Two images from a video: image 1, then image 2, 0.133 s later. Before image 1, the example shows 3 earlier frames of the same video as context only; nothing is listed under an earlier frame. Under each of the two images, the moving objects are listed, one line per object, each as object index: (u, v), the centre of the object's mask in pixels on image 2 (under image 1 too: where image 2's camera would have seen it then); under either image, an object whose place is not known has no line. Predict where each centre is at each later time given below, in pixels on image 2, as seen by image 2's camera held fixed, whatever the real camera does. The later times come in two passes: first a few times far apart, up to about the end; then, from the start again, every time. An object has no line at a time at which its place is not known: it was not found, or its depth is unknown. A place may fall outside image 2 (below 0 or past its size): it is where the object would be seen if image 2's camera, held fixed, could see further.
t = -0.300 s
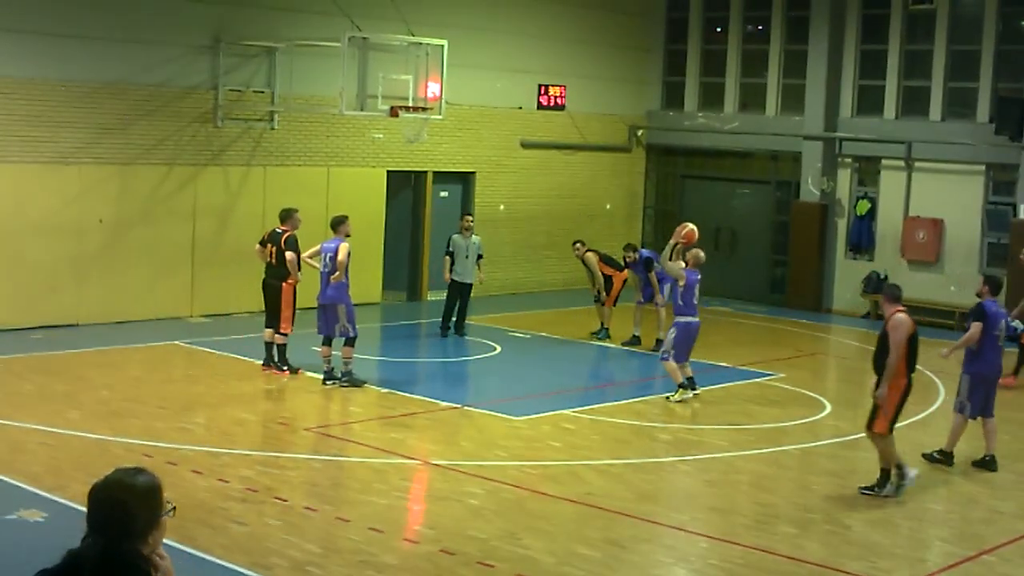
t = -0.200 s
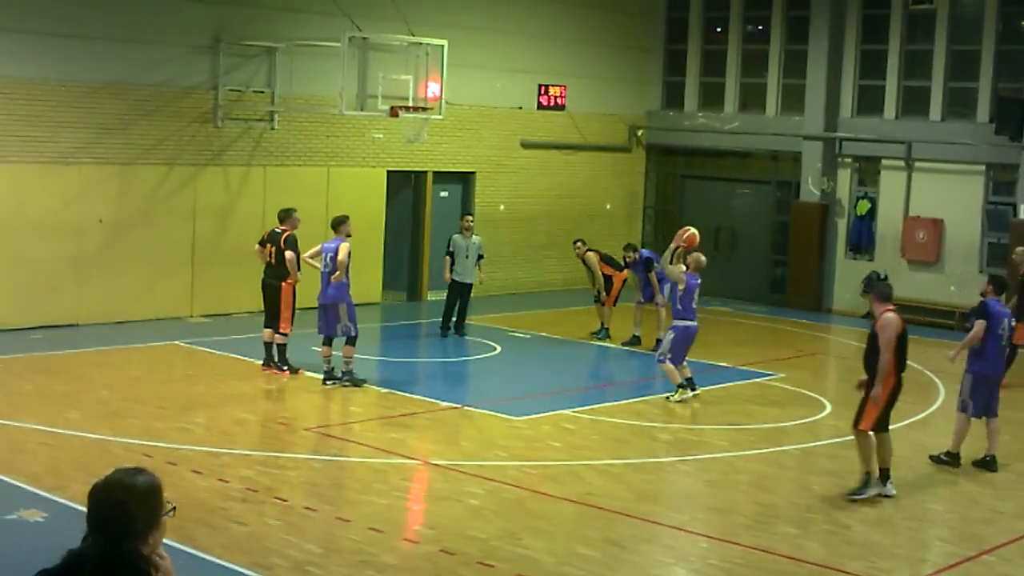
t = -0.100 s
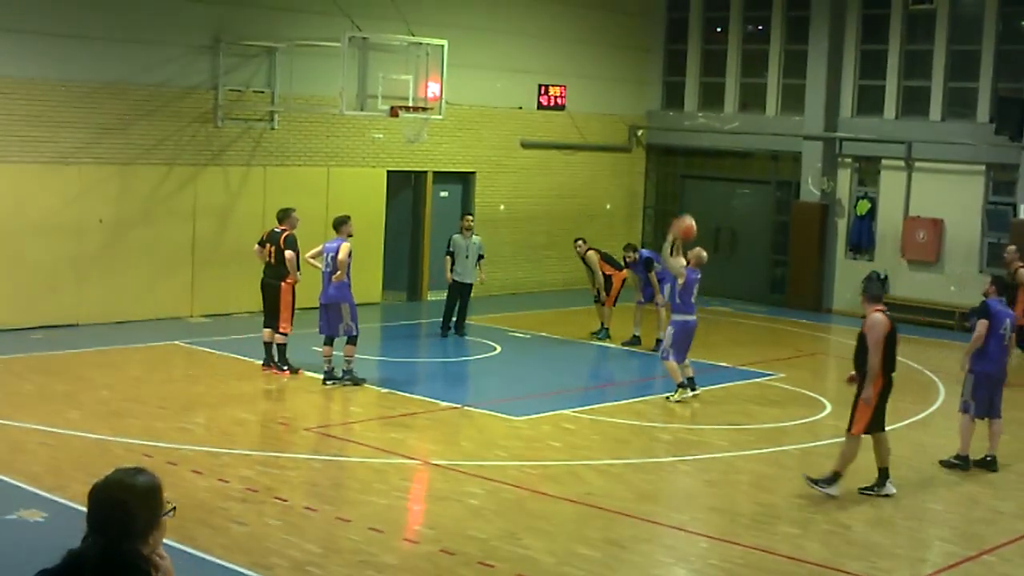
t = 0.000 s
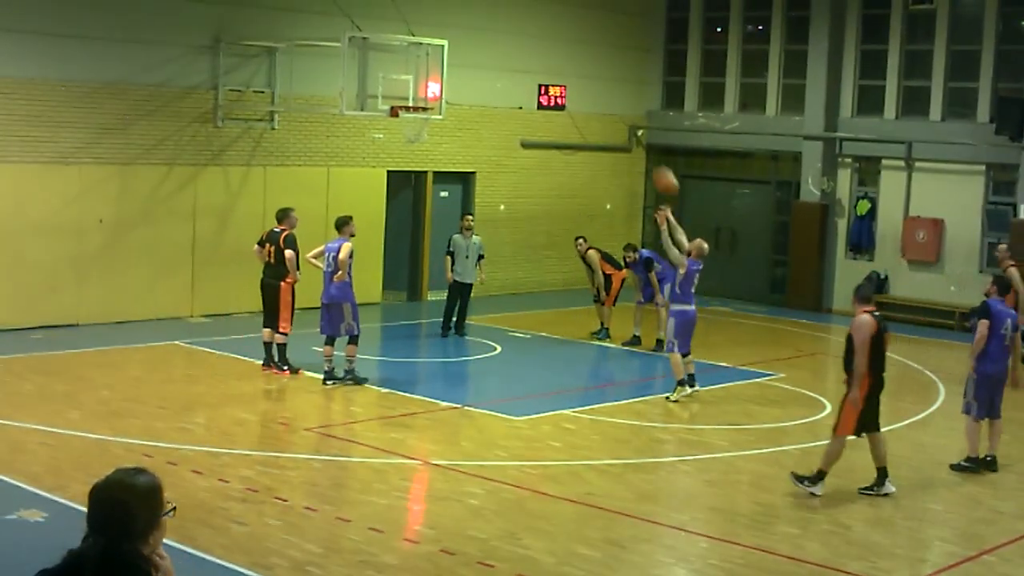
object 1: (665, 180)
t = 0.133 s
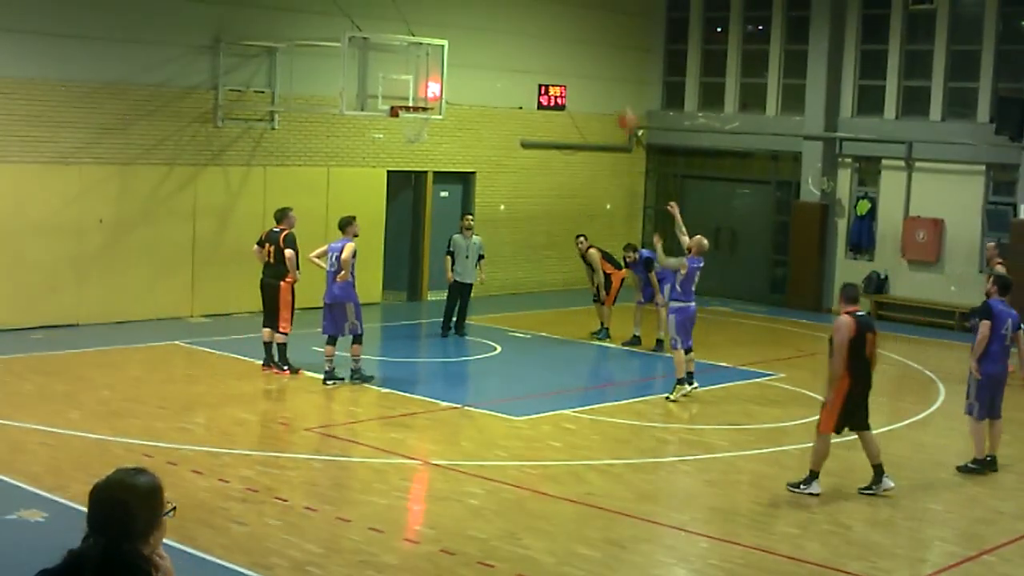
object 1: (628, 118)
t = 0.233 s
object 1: (597, 83)
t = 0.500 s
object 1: (522, 40)
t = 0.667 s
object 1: (480, 42)
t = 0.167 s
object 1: (617, 105)
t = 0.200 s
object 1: (606, 92)
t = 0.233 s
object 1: (597, 83)
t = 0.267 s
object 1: (588, 74)
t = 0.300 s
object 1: (578, 66)
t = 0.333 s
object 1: (570, 60)
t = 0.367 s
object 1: (560, 54)
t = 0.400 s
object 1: (550, 50)
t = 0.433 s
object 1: (541, 46)
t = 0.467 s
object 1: (532, 42)
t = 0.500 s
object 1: (522, 40)
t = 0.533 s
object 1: (514, 39)
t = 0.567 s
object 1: (506, 38)
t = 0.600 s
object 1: (497, 39)
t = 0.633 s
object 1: (488, 40)
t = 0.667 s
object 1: (480, 42)
